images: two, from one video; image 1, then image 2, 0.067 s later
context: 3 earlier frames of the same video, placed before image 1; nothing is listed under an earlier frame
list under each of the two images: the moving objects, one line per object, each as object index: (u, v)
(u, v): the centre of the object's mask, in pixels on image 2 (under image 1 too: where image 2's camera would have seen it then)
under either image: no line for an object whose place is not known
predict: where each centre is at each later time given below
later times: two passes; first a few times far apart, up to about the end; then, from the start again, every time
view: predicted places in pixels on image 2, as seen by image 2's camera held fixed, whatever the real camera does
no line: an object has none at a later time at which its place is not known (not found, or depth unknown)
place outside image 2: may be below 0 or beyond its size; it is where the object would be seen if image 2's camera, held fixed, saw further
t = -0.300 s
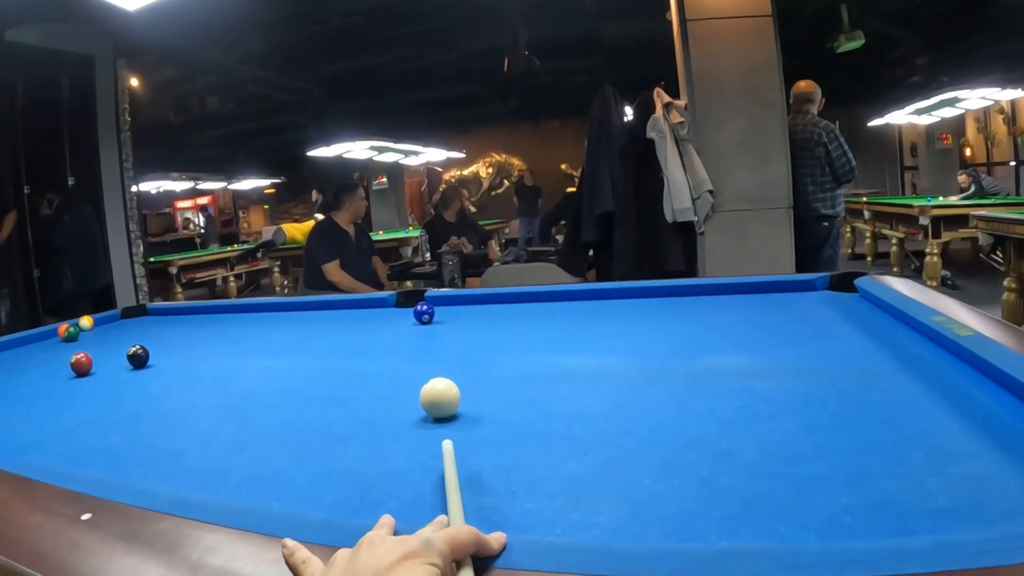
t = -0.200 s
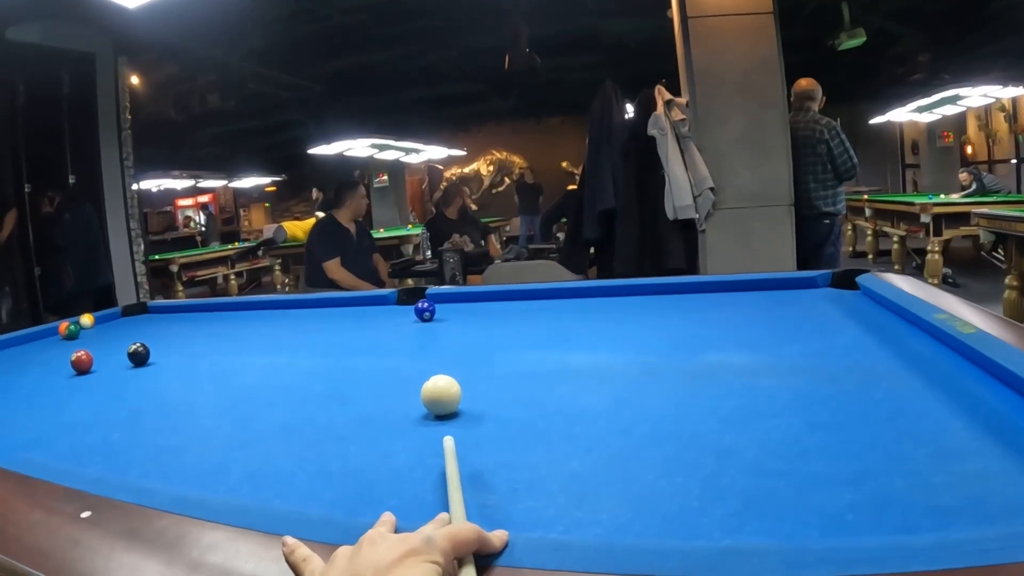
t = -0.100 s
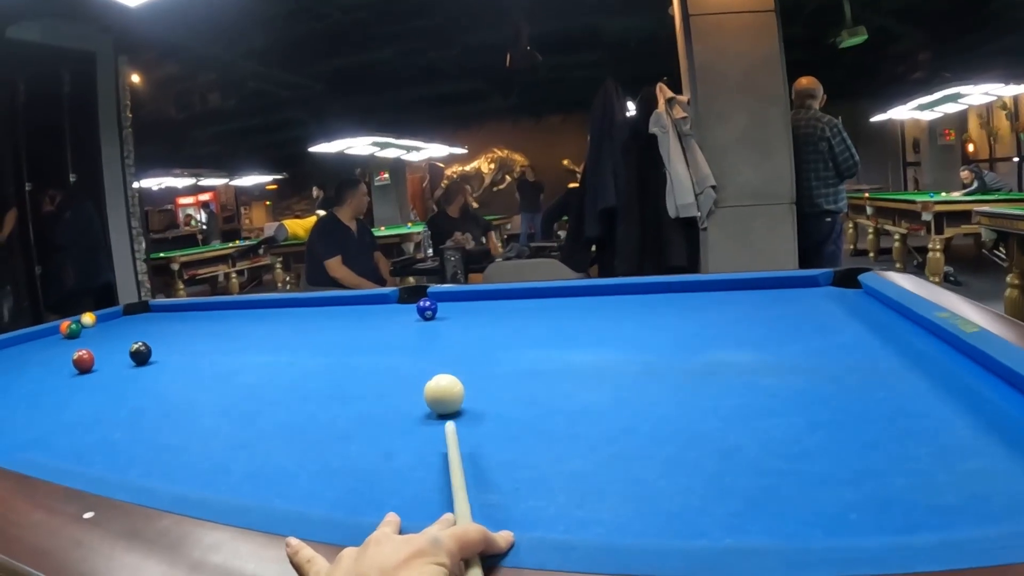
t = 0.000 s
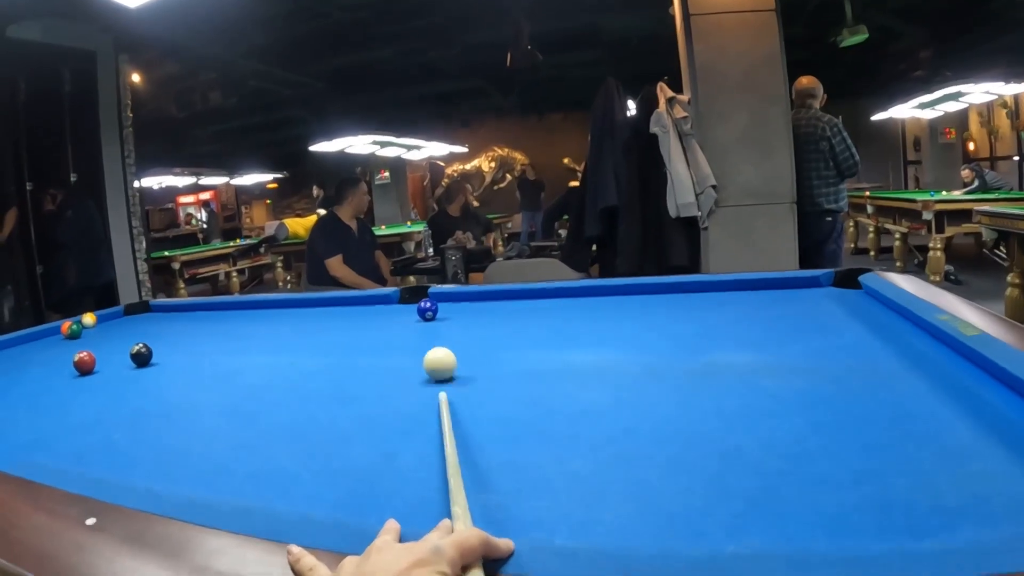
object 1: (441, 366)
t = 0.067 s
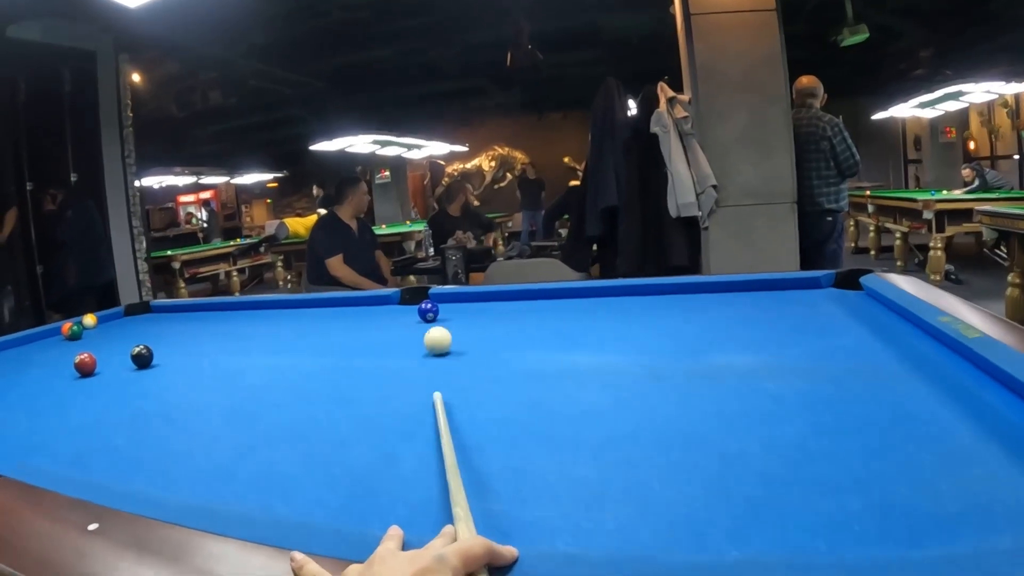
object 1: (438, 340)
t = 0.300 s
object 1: (453, 311)
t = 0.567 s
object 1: (488, 305)
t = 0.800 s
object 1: (515, 301)
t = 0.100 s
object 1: (437, 331)
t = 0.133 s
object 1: (436, 323)
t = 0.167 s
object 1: (435, 316)
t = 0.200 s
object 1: (438, 313)
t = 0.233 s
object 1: (444, 312)
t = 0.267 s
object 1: (448, 311)
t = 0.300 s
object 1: (453, 311)
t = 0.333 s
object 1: (458, 310)
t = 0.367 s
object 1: (462, 309)
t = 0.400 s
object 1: (466, 308)
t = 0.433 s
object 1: (471, 308)
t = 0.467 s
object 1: (475, 307)
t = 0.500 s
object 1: (479, 306)
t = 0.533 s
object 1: (483, 306)
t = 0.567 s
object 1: (488, 305)
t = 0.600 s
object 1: (492, 304)
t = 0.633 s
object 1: (496, 304)
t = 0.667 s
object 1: (499, 303)
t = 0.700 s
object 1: (503, 303)
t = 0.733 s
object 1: (507, 302)
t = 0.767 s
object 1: (511, 302)
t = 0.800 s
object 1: (515, 301)
